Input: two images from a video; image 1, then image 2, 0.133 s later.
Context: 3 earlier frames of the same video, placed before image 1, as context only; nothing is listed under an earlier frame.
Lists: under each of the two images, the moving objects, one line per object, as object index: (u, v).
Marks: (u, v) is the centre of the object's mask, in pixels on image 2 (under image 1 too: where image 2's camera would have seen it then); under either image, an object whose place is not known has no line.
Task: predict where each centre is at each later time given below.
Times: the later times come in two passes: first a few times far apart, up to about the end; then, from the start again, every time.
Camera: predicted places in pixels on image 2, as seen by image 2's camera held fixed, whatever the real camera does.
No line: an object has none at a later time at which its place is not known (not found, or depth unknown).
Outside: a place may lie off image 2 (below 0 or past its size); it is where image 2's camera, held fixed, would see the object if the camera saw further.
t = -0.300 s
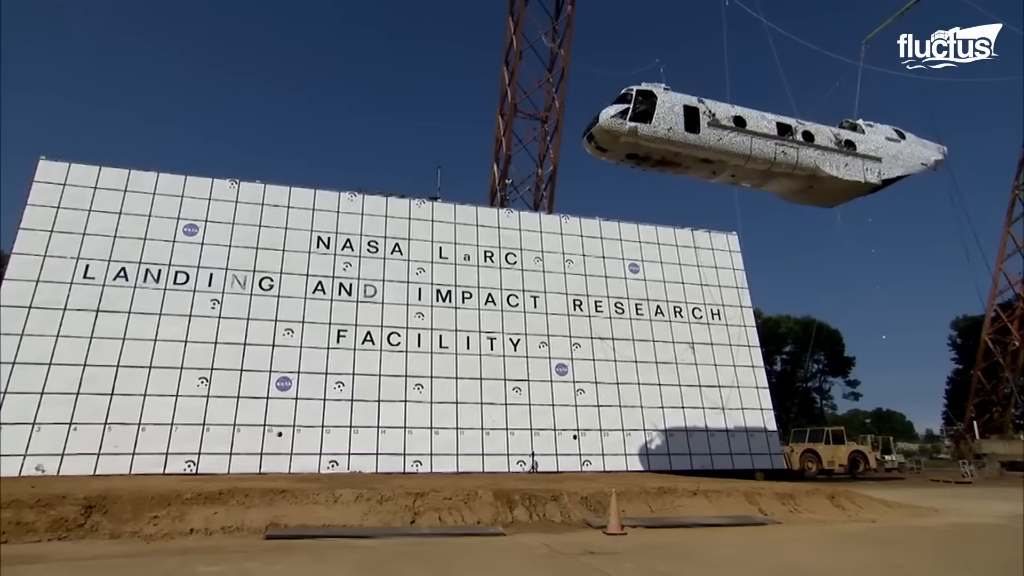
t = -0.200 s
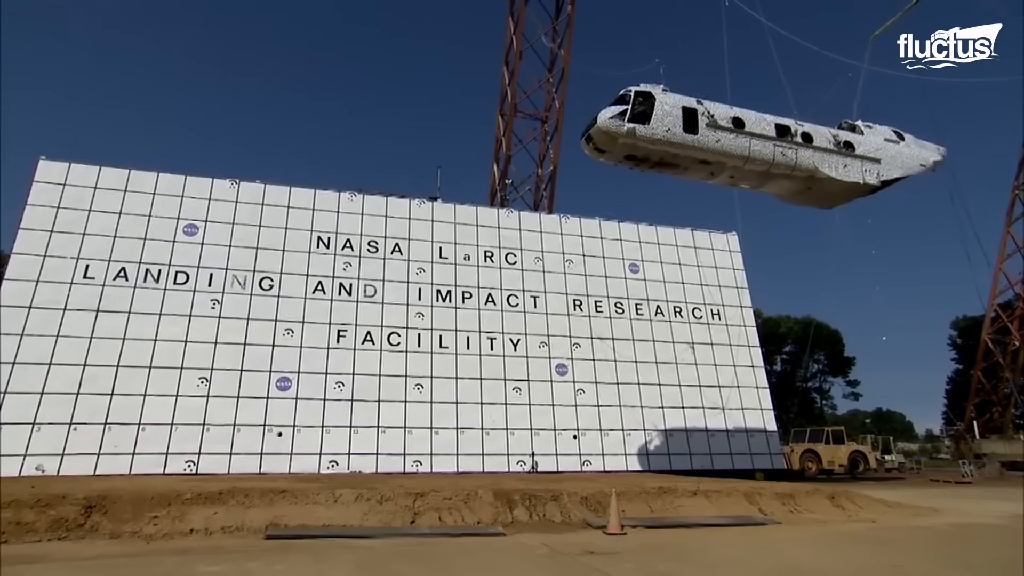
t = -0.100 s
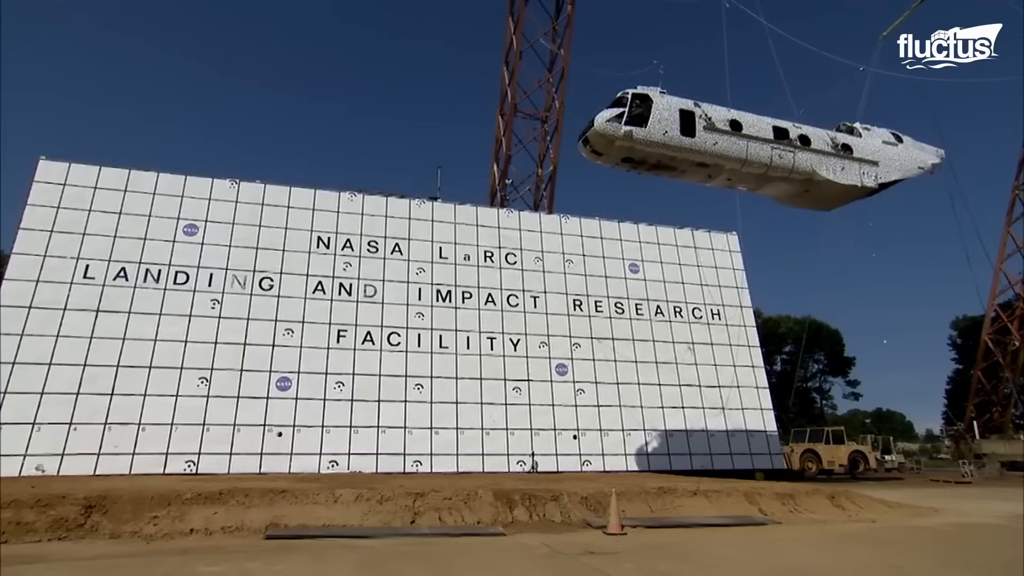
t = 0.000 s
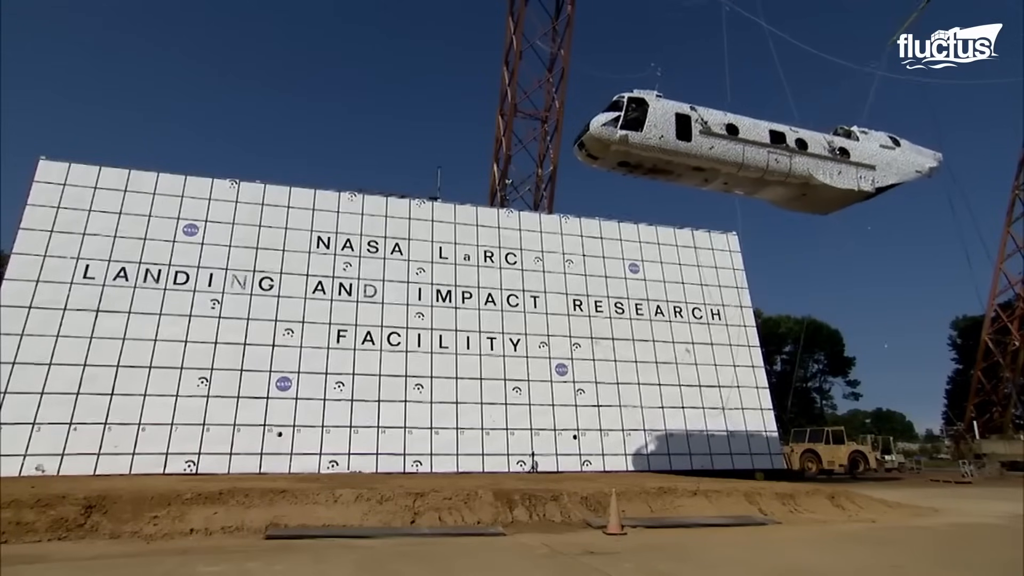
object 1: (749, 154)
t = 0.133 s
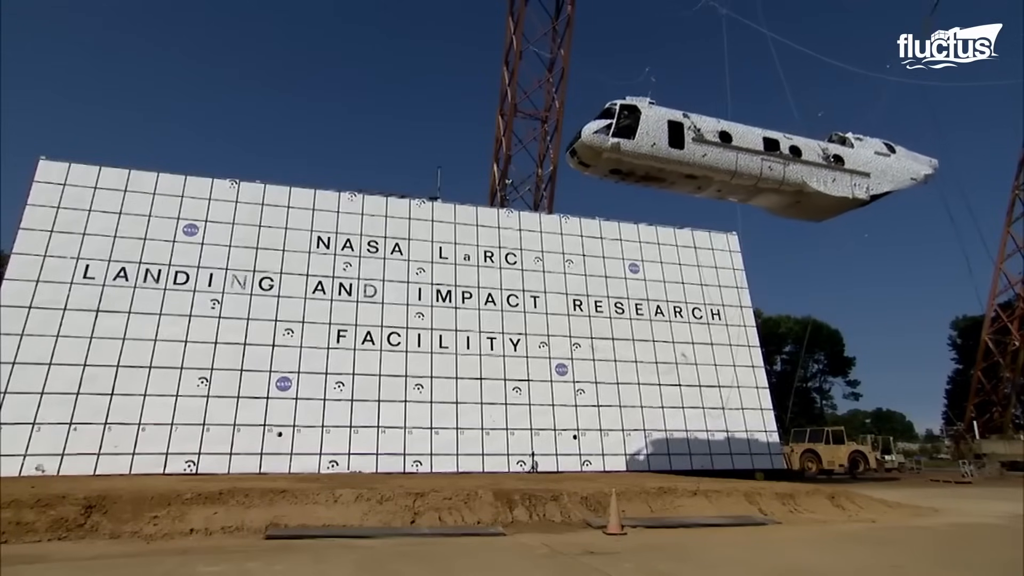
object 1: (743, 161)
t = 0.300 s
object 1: (732, 173)
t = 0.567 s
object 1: (707, 198)
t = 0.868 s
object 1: (665, 240)
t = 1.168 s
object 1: (605, 296)
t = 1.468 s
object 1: (517, 368)
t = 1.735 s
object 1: (426, 427)
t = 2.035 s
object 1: (402, 422)
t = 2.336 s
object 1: (400, 424)
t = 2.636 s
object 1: (400, 423)
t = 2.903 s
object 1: (400, 423)
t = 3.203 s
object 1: (399, 420)
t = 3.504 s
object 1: (400, 421)
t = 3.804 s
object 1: (399, 422)
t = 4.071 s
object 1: (399, 421)
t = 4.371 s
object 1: (399, 422)
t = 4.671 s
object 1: (398, 422)
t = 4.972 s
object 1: (398, 422)
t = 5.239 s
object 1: (398, 423)
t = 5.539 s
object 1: (397, 423)
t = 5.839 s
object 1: (397, 422)
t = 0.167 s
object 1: (741, 163)
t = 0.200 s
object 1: (739, 165)
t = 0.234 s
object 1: (737, 167)
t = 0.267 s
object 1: (735, 170)
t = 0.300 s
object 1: (732, 173)
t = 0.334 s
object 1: (730, 175)
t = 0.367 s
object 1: (727, 178)
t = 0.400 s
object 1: (724, 181)
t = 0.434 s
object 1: (721, 184)
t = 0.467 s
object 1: (718, 188)
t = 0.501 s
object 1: (714, 191)
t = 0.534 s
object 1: (711, 194)
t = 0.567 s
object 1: (707, 198)
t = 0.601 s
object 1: (703, 202)
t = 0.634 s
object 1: (699, 207)
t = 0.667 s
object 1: (695, 211)
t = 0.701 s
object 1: (690, 215)
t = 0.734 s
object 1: (685, 220)
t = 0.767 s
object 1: (680, 224)
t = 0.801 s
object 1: (675, 229)
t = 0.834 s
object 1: (670, 234)
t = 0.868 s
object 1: (665, 240)
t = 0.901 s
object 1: (659, 245)
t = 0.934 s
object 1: (653, 251)
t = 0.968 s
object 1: (647, 256)
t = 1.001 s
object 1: (642, 262)
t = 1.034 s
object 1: (634, 269)
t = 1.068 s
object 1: (628, 276)
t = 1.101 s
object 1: (620, 282)
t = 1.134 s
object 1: (612, 289)
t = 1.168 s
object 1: (605, 296)
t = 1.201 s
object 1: (597, 303)
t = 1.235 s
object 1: (588, 310)
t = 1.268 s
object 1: (579, 318)
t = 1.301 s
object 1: (570, 325)
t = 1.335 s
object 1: (559, 333)
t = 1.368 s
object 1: (550, 342)
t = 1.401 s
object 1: (540, 350)
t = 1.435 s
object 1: (528, 359)
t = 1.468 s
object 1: (517, 368)
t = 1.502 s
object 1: (505, 377)
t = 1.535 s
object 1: (493, 386)
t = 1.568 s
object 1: (481, 396)
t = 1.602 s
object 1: (467, 406)
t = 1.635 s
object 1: (454, 417)
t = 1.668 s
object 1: (439, 426)
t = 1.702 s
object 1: (429, 429)
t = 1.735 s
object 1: (426, 427)
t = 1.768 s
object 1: (422, 426)
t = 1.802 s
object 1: (418, 425)
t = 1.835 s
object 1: (415, 424)
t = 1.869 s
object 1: (412, 423)
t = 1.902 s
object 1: (409, 422)
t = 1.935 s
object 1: (407, 422)
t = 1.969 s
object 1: (404, 422)
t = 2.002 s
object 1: (404, 422)
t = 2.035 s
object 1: (402, 422)
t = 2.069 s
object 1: (400, 423)
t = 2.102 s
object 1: (399, 423)
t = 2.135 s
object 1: (399, 423)
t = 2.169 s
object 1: (399, 424)
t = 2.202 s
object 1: (399, 424)
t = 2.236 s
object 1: (399, 424)
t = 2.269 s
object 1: (400, 424)
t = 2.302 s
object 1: (400, 424)
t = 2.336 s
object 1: (400, 424)
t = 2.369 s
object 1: (399, 424)
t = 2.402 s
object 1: (400, 424)
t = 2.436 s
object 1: (400, 423)
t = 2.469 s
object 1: (400, 423)
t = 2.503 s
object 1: (400, 423)
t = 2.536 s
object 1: (400, 423)
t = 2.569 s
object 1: (400, 423)
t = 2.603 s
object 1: (400, 423)
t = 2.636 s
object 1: (400, 423)
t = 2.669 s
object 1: (400, 423)
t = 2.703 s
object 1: (400, 423)
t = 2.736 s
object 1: (400, 423)
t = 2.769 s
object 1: (400, 423)
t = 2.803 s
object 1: (400, 423)
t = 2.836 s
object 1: (400, 423)
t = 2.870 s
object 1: (400, 423)
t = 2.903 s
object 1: (400, 423)
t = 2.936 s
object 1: (400, 422)
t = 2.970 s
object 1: (400, 422)
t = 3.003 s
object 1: (401, 422)
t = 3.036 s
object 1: (401, 421)
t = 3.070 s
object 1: (401, 421)
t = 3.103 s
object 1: (400, 421)
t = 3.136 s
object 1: (400, 420)
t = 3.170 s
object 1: (400, 420)
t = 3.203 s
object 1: (399, 420)
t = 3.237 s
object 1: (400, 421)
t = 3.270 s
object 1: (401, 421)
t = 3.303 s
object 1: (401, 421)
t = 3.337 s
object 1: (401, 421)
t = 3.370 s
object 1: (400, 422)
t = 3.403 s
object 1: (400, 422)
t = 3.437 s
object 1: (399, 422)
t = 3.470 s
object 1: (400, 422)
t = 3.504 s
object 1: (400, 421)
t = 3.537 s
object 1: (400, 421)
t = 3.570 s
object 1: (400, 421)
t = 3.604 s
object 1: (400, 421)
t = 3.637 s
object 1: (400, 421)
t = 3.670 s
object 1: (399, 421)
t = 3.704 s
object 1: (399, 421)
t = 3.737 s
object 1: (399, 421)
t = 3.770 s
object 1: (399, 422)
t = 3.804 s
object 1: (399, 422)
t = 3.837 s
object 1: (399, 422)
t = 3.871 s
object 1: (399, 422)
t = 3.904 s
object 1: (399, 422)
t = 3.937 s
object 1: (399, 422)
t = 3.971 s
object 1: (399, 422)
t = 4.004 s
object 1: (399, 422)
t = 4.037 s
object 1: (399, 422)
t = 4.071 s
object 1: (399, 421)
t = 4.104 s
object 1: (399, 422)
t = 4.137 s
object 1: (399, 421)
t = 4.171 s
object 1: (399, 422)
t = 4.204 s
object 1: (399, 422)
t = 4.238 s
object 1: (399, 422)
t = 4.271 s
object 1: (400, 422)
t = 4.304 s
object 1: (399, 422)
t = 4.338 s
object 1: (399, 422)
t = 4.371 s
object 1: (399, 422)
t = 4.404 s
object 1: (399, 422)
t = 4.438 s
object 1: (399, 422)
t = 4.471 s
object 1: (399, 421)
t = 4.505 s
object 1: (400, 421)
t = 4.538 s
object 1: (400, 421)
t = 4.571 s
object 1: (400, 421)
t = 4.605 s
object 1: (400, 421)
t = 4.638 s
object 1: (399, 422)
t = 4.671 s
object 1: (398, 422)
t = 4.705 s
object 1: (398, 422)
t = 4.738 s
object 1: (398, 422)
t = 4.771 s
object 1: (399, 422)
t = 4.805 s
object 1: (399, 422)
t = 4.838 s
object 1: (398, 422)
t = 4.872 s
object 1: (398, 422)
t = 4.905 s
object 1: (398, 422)
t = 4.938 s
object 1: (398, 422)
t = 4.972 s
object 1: (398, 422)
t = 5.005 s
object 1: (399, 422)
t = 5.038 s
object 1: (398, 422)
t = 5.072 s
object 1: (398, 422)
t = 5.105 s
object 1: (398, 423)
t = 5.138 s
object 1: (398, 423)
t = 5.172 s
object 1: (398, 423)
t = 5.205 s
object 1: (398, 423)
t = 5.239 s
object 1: (398, 423)
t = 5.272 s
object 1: (398, 423)
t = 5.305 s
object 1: (398, 422)
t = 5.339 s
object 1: (398, 422)
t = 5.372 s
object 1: (398, 422)
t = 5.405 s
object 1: (398, 422)
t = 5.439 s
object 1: (398, 422)
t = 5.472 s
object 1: (398, 422)
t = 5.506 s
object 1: (398, 423)
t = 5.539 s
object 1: (397, 423)
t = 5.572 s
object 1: (398, 423)
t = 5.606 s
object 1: (397, 422)
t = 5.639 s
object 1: (397, 422)
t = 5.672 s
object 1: (397, 422)
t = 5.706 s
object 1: (397, 422)
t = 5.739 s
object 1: (397, 422)
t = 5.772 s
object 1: (397, 422)
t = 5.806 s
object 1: (397, 422)
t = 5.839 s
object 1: (397, 422)
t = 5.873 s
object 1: (397, 423)
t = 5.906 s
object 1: (397, 422)
